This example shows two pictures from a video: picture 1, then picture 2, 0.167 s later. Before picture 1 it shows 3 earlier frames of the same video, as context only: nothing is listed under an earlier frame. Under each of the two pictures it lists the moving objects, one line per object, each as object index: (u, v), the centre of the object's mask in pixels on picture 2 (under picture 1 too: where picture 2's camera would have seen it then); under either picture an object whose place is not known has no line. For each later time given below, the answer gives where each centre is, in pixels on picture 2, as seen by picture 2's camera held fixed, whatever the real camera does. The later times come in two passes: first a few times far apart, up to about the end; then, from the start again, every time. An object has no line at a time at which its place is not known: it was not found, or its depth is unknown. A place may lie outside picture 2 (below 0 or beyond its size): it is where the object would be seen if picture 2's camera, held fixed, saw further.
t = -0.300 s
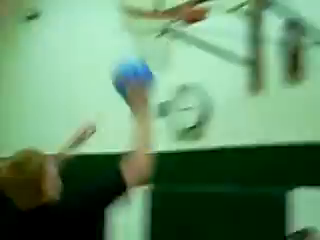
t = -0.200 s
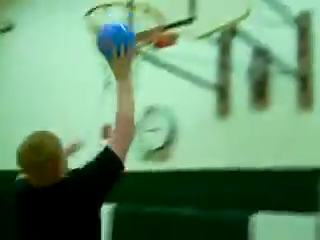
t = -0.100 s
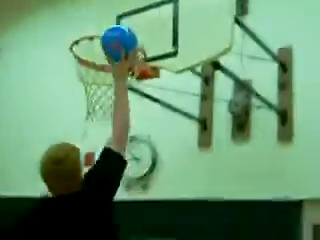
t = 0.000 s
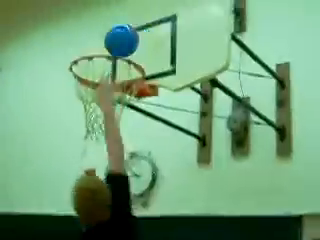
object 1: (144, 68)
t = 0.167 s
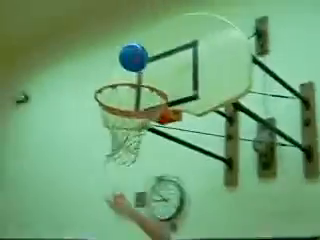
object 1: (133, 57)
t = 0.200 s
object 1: (131, 59)
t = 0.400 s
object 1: (114, 88)
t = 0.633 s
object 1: (92, 159)
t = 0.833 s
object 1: (68, 245)
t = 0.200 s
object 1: (131, 59)
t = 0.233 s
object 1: (128, 62)
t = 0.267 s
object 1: (126, 66)
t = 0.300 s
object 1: (122, 71)
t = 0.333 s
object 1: (119, 74)
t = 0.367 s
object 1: (116, 81)
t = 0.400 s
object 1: (114, 88)
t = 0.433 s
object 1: (112, 95)
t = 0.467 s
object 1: (109, 101)
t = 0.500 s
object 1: (102, 118)
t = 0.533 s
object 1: (102, 125)
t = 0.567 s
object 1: (97, 136)
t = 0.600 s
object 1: (94, 147)
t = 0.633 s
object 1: (92, 159)
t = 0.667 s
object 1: (88, 171)
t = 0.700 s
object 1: (84, 185)
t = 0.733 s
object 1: (80, 199)
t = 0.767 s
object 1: (76, 214)
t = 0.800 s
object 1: (72, 229)
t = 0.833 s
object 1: (68, 245)
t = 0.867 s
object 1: (63, 258)
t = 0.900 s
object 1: (58, 274)
